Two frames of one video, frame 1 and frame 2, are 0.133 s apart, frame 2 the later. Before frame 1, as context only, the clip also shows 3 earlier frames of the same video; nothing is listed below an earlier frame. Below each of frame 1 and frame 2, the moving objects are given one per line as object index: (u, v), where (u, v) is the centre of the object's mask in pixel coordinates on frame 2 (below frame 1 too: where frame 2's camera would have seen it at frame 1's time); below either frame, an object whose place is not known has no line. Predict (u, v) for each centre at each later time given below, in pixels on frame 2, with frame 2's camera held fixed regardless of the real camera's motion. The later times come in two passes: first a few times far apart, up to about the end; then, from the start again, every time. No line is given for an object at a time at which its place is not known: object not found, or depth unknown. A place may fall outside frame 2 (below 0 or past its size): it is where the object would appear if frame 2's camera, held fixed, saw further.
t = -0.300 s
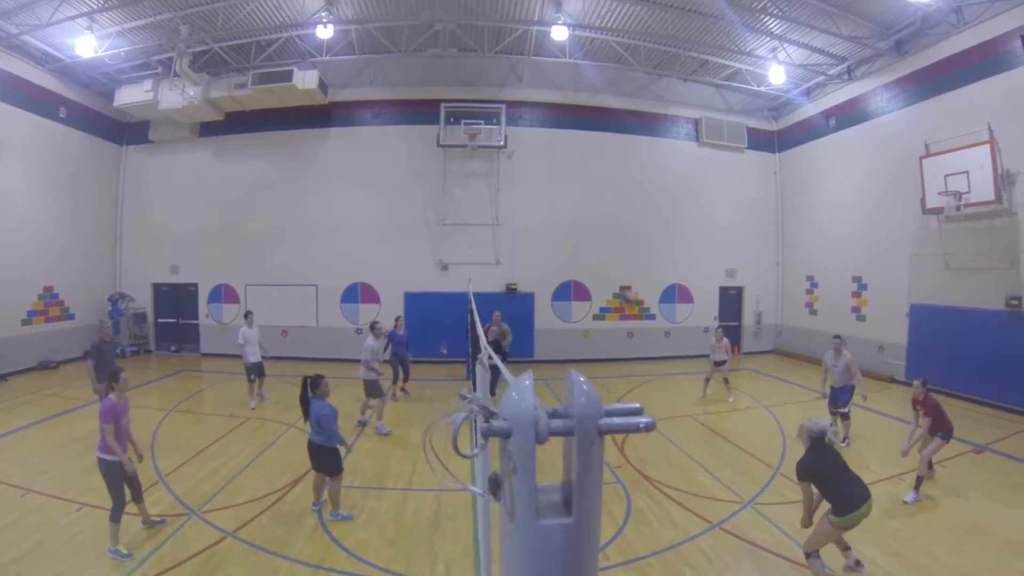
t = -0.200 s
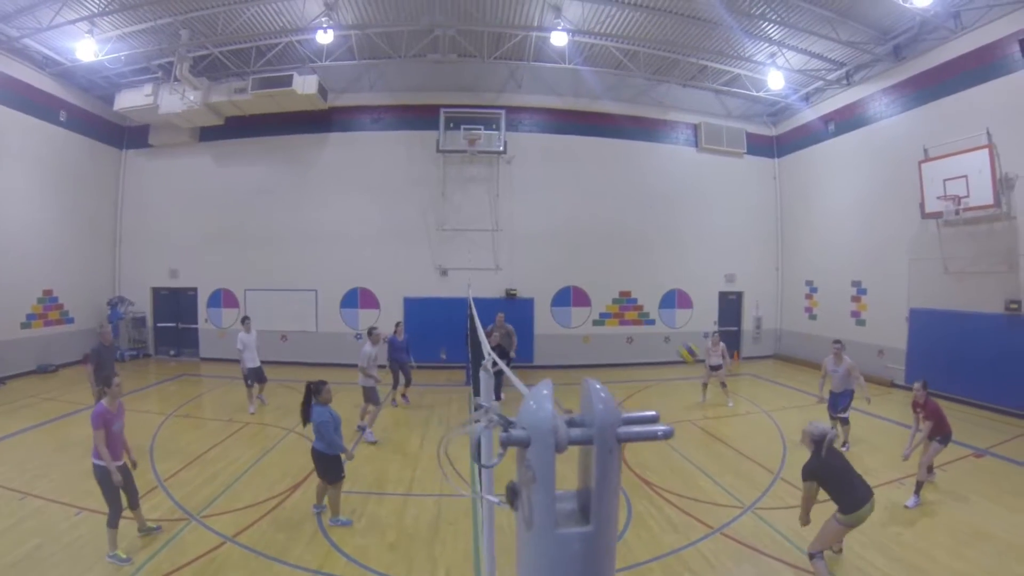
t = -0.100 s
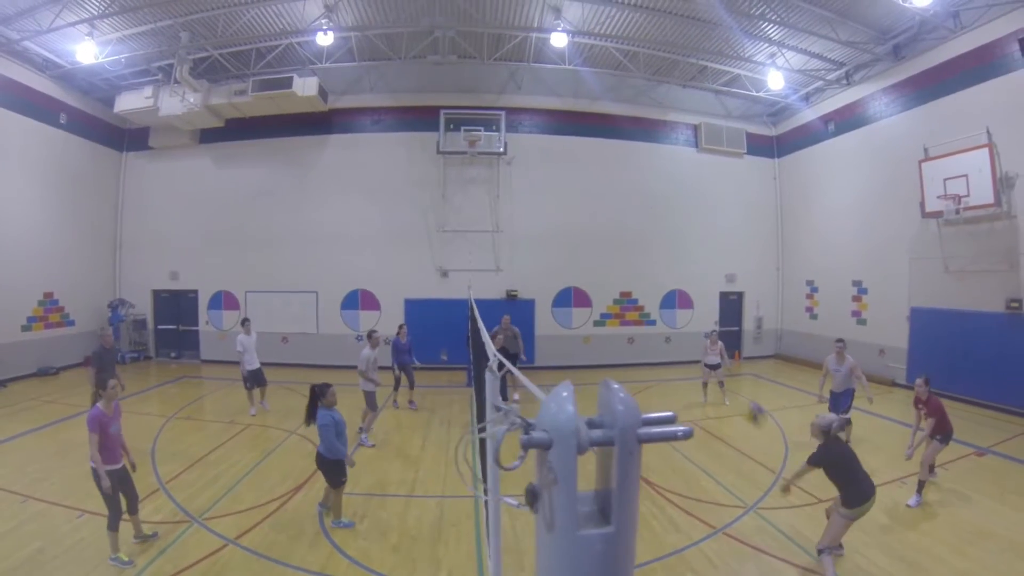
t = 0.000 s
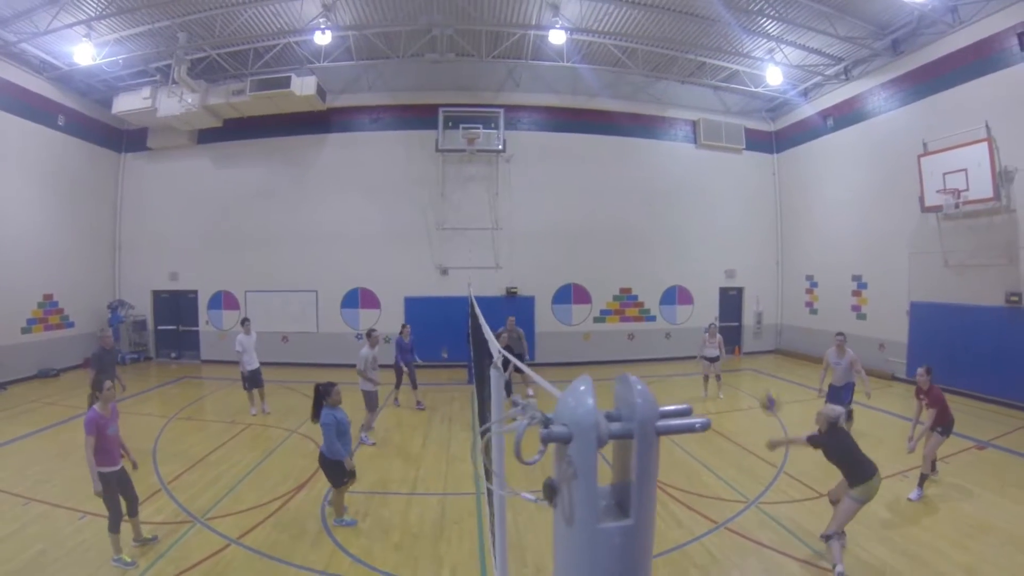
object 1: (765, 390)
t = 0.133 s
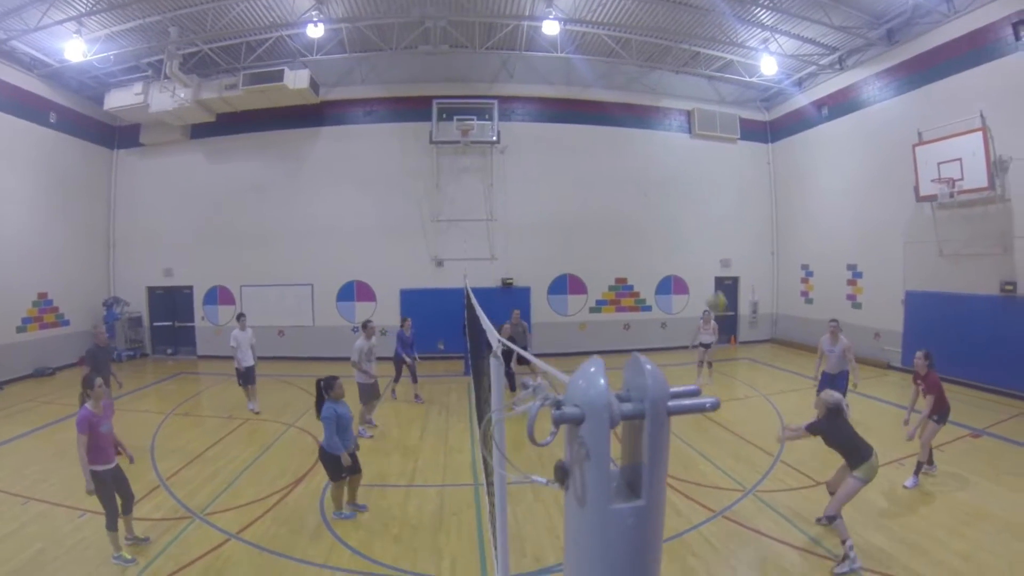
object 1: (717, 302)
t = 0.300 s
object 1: (659, 230)
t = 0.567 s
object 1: (599, 188)
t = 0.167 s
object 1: (704, 285)
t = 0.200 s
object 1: (692, 270)
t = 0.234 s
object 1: (681, 255)
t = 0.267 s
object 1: (670, 241)
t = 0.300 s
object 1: (659, 230)
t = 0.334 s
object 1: (650, 221)
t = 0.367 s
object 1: (642, 212)
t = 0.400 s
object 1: (633, 205)
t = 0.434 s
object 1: (625, 199)
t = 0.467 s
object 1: (618, 195)
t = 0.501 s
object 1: (611, 191)
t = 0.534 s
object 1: (605, 189)
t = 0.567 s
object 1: (599, 188)
